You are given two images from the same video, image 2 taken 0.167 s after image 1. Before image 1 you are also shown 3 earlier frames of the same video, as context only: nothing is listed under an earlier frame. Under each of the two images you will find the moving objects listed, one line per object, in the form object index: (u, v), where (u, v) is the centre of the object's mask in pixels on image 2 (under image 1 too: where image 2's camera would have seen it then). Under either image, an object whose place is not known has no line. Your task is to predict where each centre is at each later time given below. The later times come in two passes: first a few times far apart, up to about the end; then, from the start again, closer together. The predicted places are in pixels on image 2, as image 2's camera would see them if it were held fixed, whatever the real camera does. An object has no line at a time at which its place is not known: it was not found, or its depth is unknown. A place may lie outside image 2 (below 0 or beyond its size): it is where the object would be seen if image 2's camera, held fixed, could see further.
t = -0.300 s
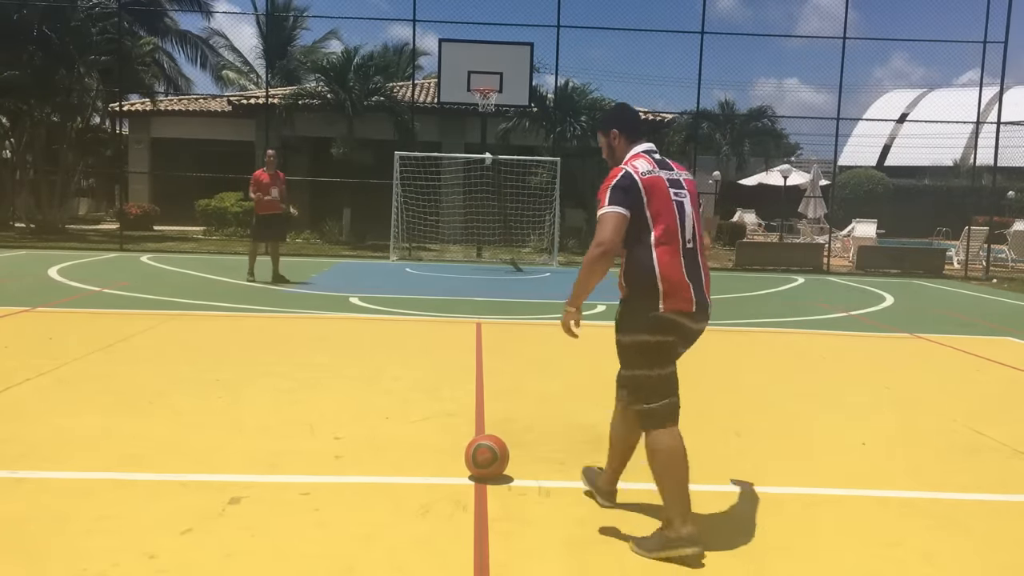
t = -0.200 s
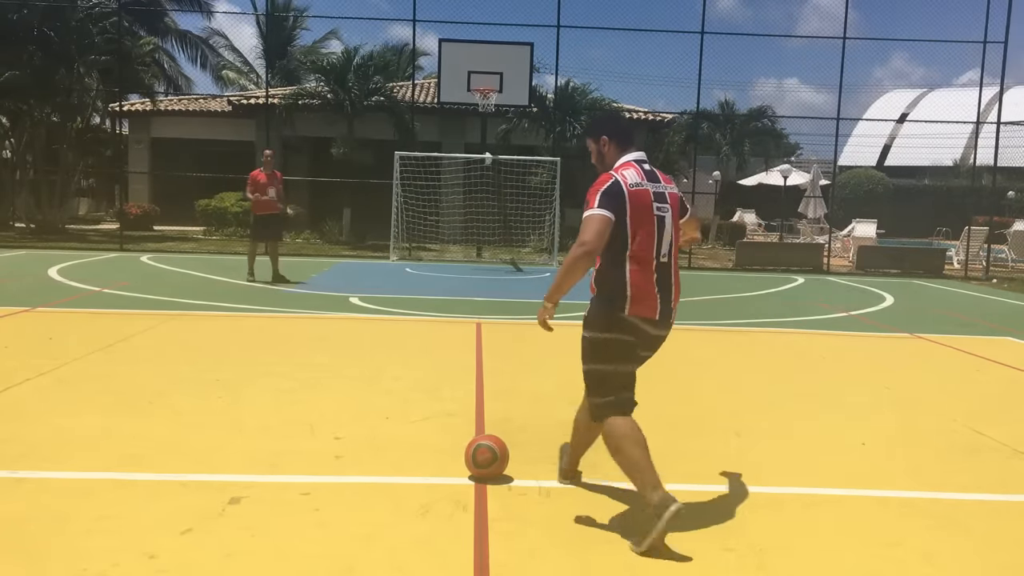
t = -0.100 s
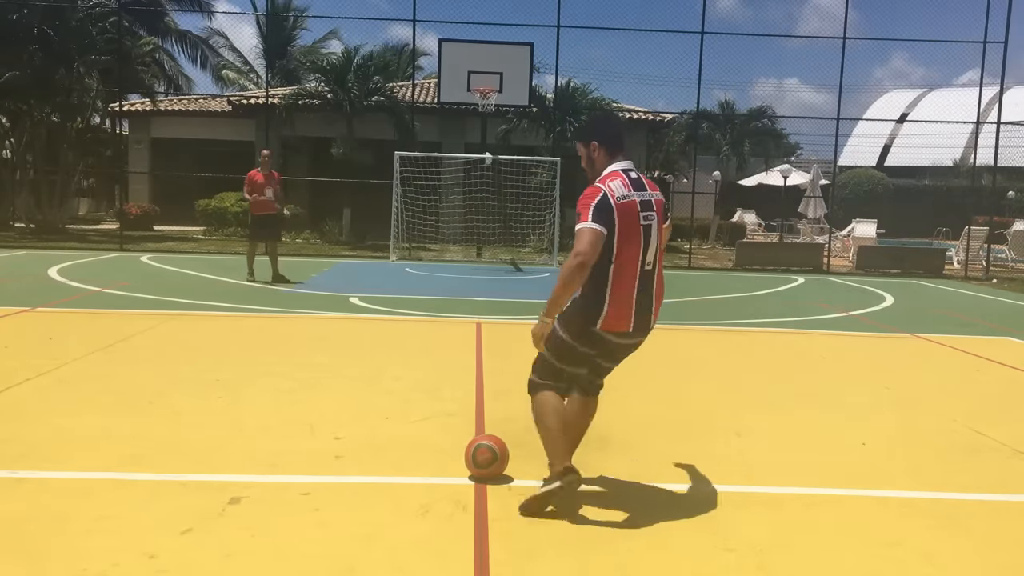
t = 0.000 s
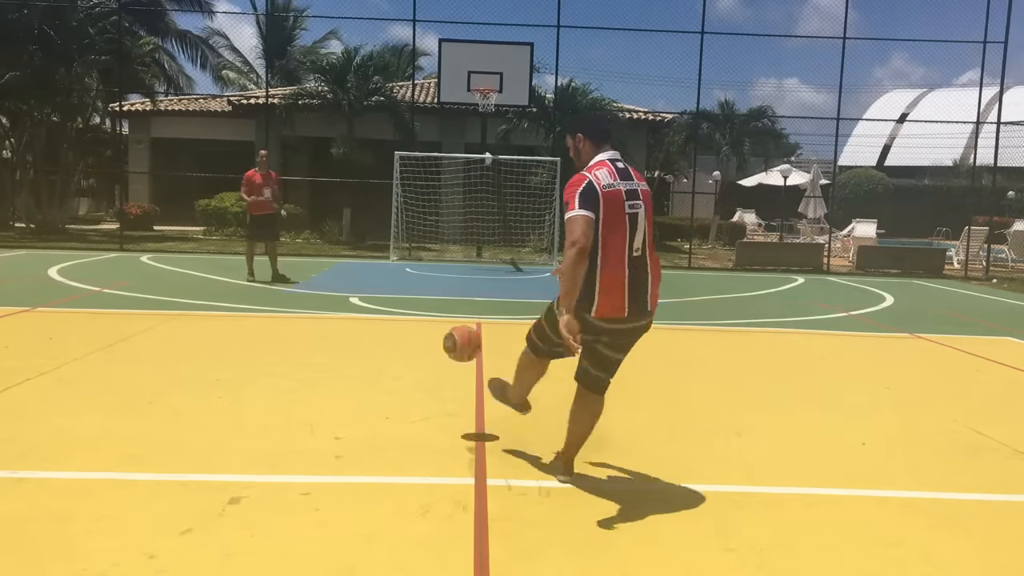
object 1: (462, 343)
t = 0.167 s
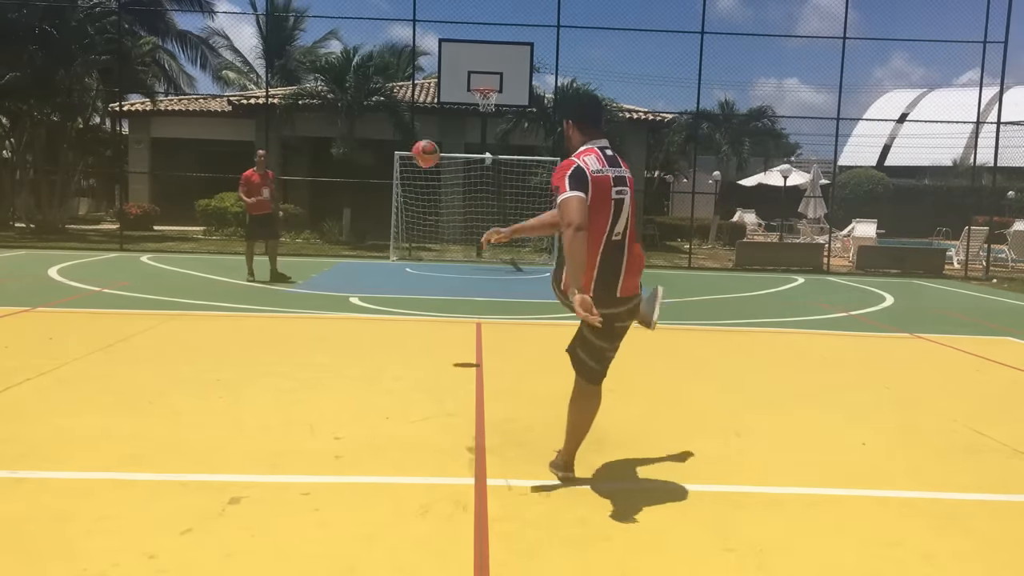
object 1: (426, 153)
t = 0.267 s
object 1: (412, 96)
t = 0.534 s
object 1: (403, 42)
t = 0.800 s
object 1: (407, 51)
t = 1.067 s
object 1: (412, 96)
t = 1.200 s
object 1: (410, 98)
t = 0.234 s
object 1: (416, 112)
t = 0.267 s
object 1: (412, 96)
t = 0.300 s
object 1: (411, 82)
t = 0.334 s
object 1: (408, 72)
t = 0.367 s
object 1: (407, 62)
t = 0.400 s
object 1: (406, 54)
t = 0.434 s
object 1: (405, 52)
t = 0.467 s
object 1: (403, 45)
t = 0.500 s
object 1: (403, 43)
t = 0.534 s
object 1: (403, 42)
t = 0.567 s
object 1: (403, 41)
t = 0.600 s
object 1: (404, 41)
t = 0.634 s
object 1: (404, 42)
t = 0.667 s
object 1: (404, 43)
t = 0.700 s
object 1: (404, 45)
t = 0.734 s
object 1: (405, 47)
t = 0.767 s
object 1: (406, 50)
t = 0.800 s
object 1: (407, 51)
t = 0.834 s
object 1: (408, 58)
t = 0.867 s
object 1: (409, 63)
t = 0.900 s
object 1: (409, 68)
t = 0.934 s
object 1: (410, 74)
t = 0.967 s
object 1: (411, 81)
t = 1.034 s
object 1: (412, 94)
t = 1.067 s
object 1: (412, 96)
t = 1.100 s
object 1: (412, 96)
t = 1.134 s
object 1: (412, 96)
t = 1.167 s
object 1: (411, 97)
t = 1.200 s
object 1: (410, 98)
